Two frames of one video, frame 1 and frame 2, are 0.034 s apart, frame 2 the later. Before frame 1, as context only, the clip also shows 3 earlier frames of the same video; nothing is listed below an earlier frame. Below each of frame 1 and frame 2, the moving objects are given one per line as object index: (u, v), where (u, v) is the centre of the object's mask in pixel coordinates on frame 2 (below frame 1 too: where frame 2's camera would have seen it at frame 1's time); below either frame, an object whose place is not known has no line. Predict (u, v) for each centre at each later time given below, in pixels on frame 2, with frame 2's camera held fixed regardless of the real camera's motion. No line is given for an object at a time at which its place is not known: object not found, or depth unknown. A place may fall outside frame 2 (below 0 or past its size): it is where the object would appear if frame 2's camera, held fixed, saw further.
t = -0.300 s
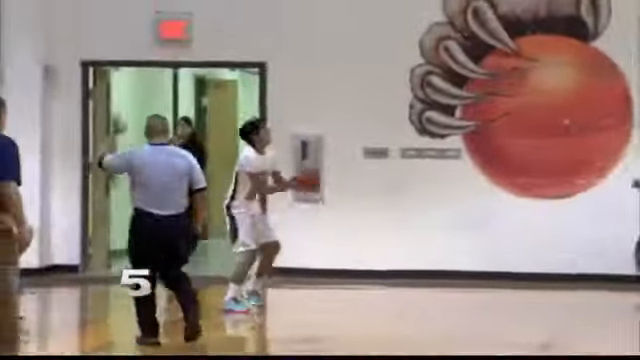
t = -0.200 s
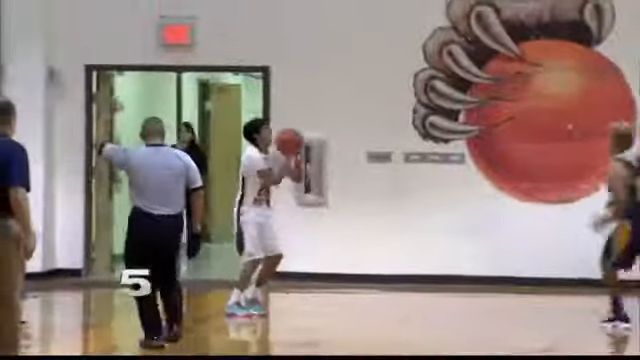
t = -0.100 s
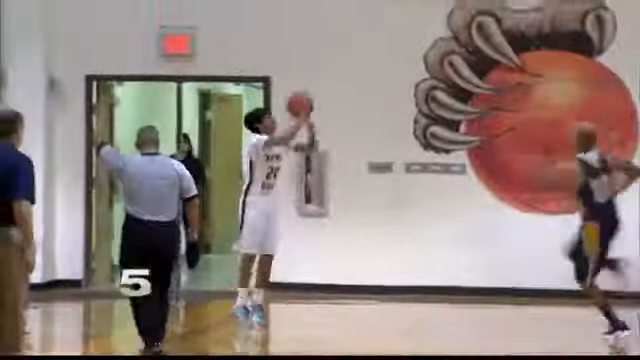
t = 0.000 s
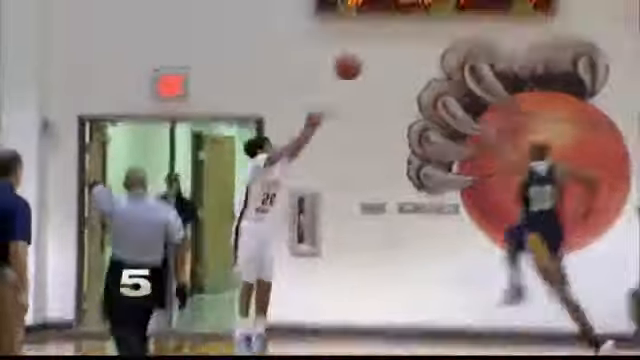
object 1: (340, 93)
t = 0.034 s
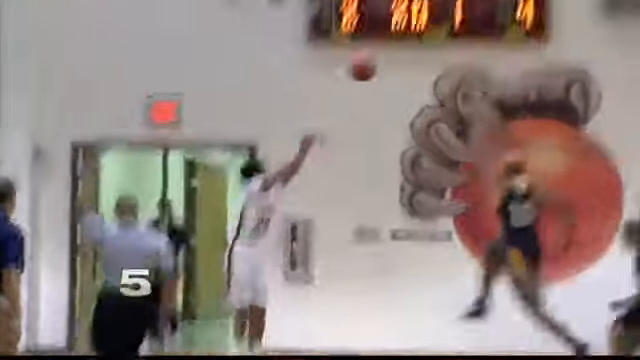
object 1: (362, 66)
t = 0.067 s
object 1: (382, 42)
